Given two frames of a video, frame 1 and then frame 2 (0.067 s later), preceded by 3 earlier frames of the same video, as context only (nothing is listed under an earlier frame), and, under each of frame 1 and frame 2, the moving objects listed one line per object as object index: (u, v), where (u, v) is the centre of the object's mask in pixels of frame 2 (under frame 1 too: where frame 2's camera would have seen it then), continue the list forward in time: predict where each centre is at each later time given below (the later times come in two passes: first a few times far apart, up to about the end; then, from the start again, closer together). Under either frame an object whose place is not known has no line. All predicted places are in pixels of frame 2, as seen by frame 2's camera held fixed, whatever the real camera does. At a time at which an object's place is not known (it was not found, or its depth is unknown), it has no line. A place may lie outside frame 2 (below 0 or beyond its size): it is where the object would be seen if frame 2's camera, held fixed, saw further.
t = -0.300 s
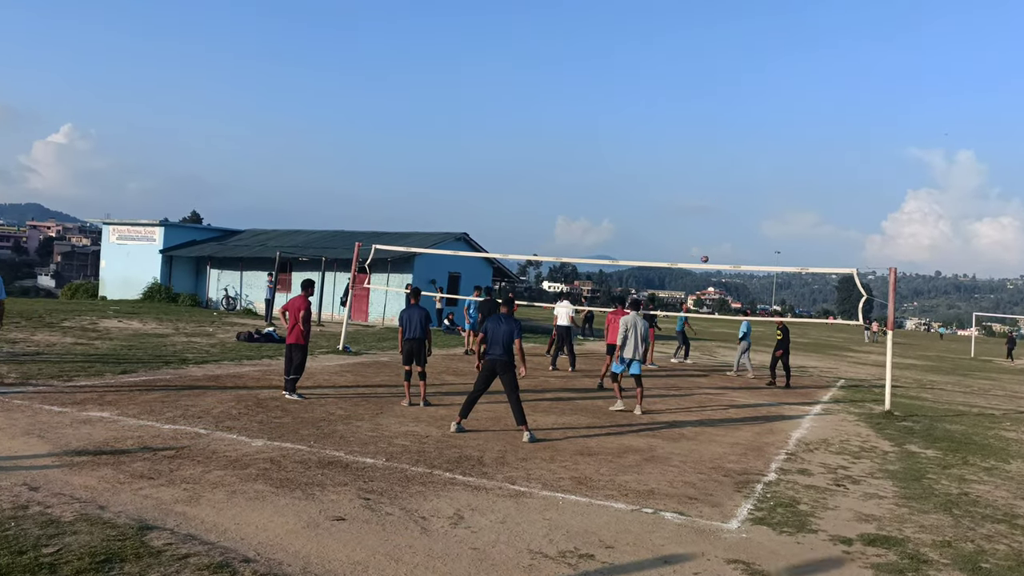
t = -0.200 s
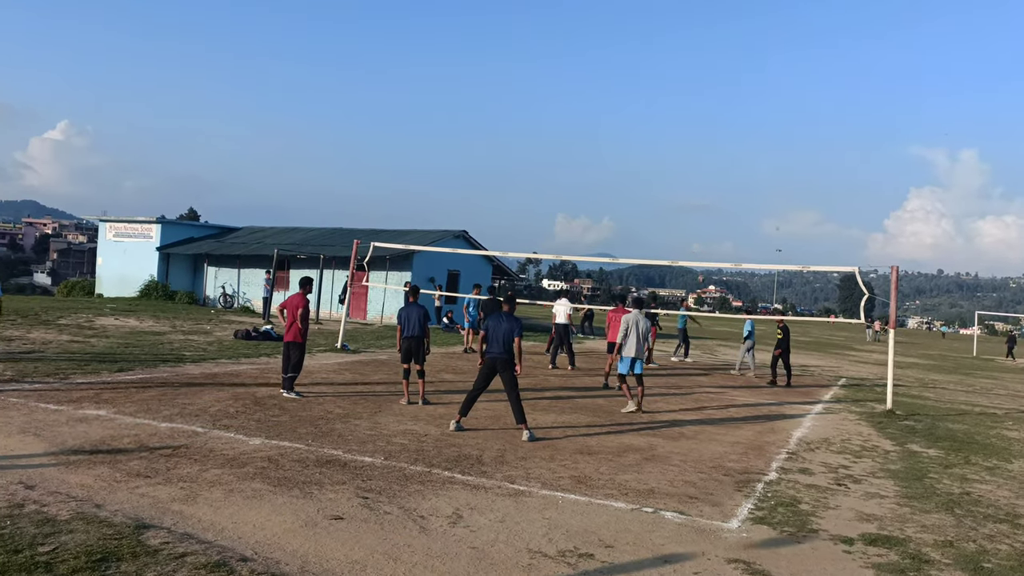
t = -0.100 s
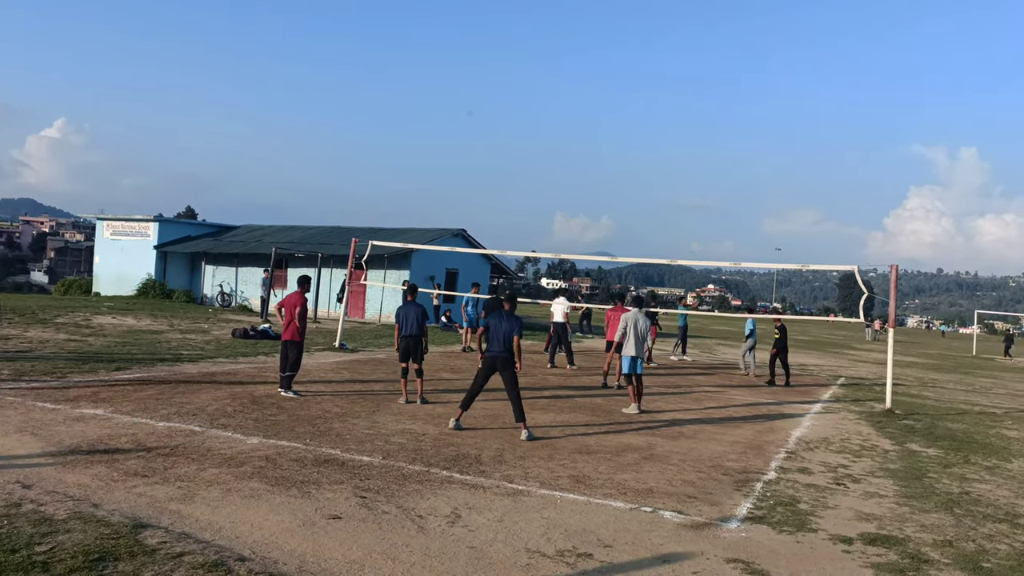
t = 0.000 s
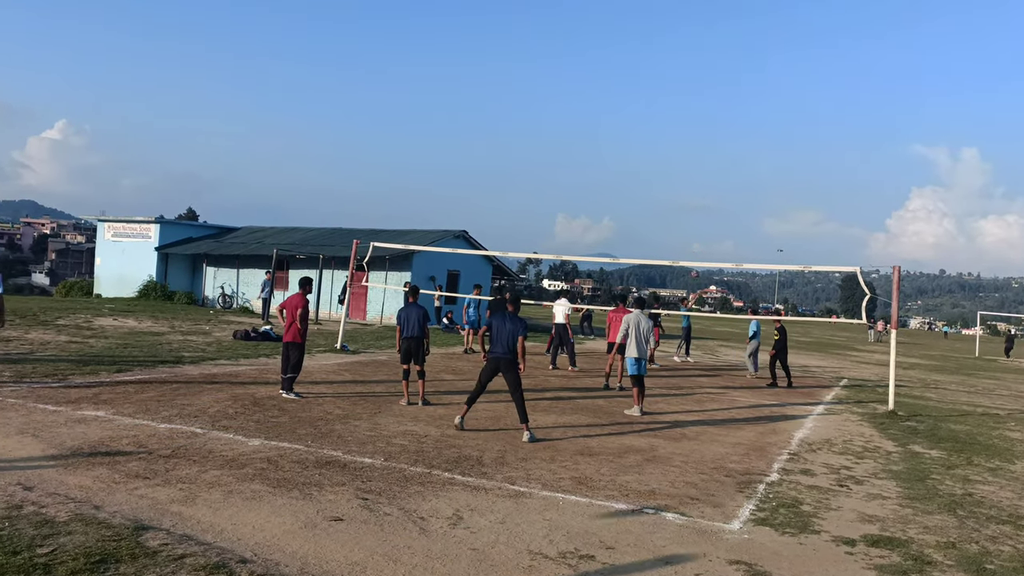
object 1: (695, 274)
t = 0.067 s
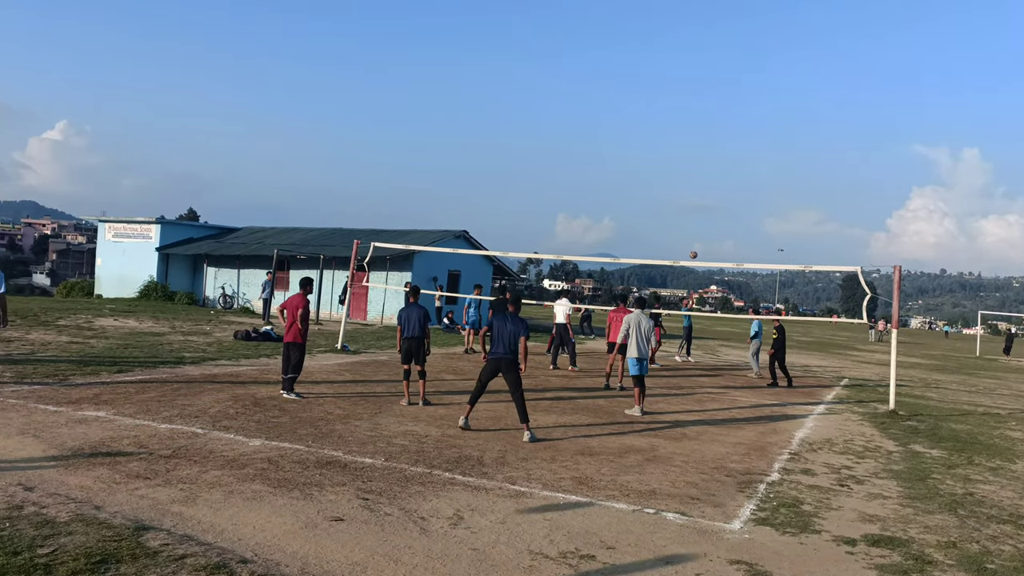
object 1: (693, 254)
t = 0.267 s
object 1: (686, 207)
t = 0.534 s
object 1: (673, 162)
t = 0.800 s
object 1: (656, 145)
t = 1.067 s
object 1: (635, 159)
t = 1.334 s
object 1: (609, 207)
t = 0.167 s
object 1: (688, 230)
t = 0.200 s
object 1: (687, 222)
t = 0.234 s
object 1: (686, 215)
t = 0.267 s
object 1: (686, 207)
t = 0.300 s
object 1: (685, 200)
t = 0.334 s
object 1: (682, 194)
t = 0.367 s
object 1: (681, 187)
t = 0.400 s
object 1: (681, 181)
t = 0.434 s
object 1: (679, 176)
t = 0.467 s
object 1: (678, 171)
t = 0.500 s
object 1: (676, 166)
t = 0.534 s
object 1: (673, 162)
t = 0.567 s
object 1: (671, 158)
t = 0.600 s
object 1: (669, 154)
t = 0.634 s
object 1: (667, 151)
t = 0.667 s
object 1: (665, 149)
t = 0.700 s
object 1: (662, 149)
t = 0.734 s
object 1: (660, 147)
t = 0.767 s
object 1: (658, 146)
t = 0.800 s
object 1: (656, 145)
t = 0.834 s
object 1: (654, 145)
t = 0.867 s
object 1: (651, 145)
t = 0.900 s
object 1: (648, 147)
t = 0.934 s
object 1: (646, 148)
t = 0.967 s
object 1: (643, 150)
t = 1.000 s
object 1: (640, 152)
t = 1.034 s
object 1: (638, 155)
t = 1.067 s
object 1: (635, 159)
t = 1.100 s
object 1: (632, 162)
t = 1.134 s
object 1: (629, 168)
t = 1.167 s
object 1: (625, 173)
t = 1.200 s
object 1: (622, 180)
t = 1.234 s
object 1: (619, 185)
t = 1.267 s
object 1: (616, 191)
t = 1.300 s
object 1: (612, 199)
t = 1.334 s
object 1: (609, 207)
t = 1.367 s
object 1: (606, 216)
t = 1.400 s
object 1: (601, 226)
